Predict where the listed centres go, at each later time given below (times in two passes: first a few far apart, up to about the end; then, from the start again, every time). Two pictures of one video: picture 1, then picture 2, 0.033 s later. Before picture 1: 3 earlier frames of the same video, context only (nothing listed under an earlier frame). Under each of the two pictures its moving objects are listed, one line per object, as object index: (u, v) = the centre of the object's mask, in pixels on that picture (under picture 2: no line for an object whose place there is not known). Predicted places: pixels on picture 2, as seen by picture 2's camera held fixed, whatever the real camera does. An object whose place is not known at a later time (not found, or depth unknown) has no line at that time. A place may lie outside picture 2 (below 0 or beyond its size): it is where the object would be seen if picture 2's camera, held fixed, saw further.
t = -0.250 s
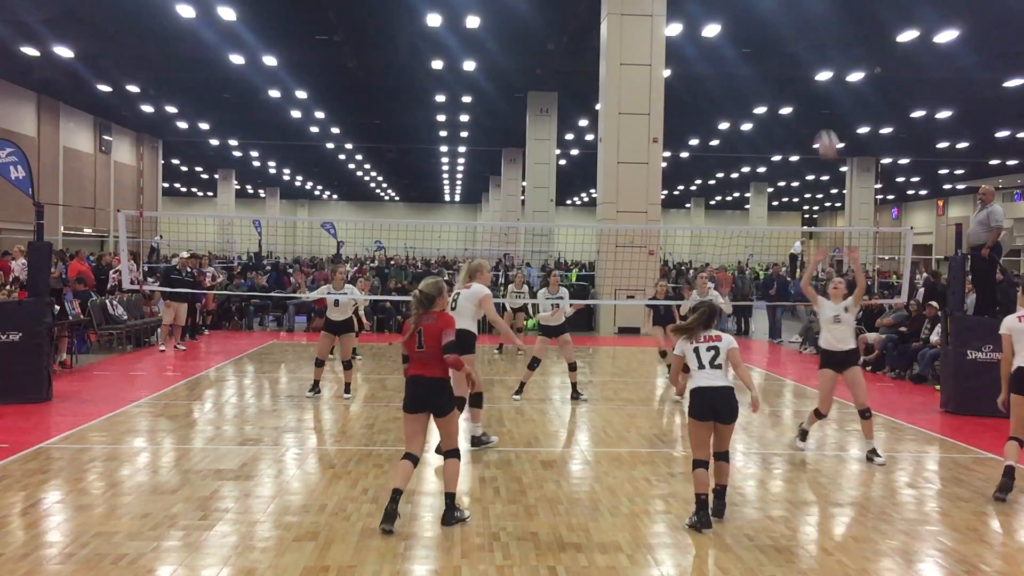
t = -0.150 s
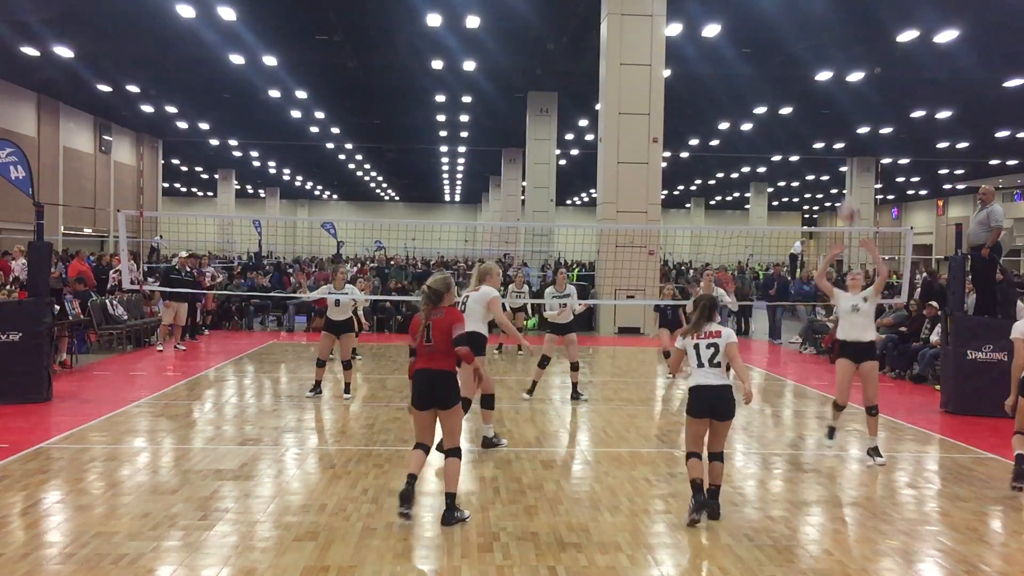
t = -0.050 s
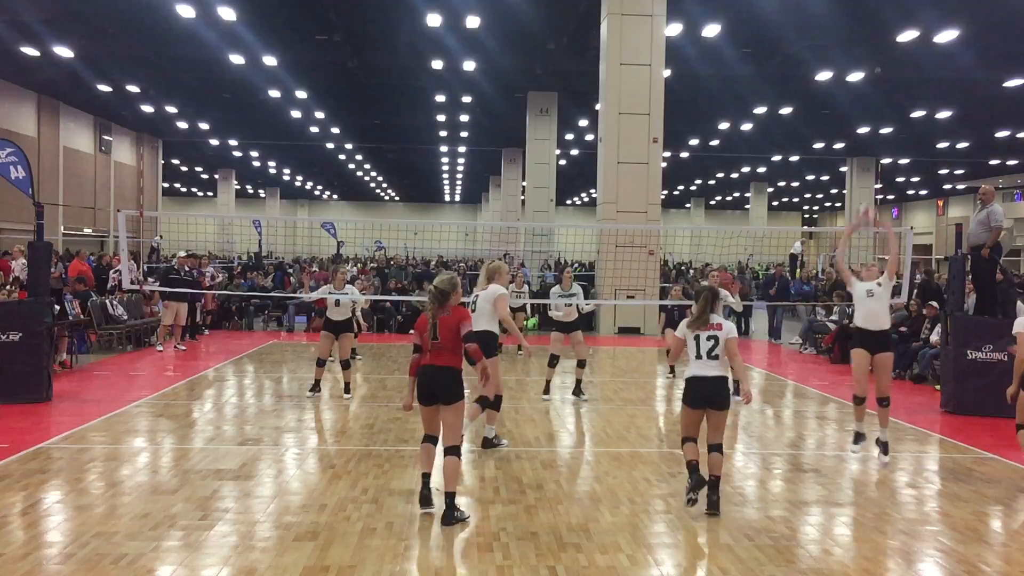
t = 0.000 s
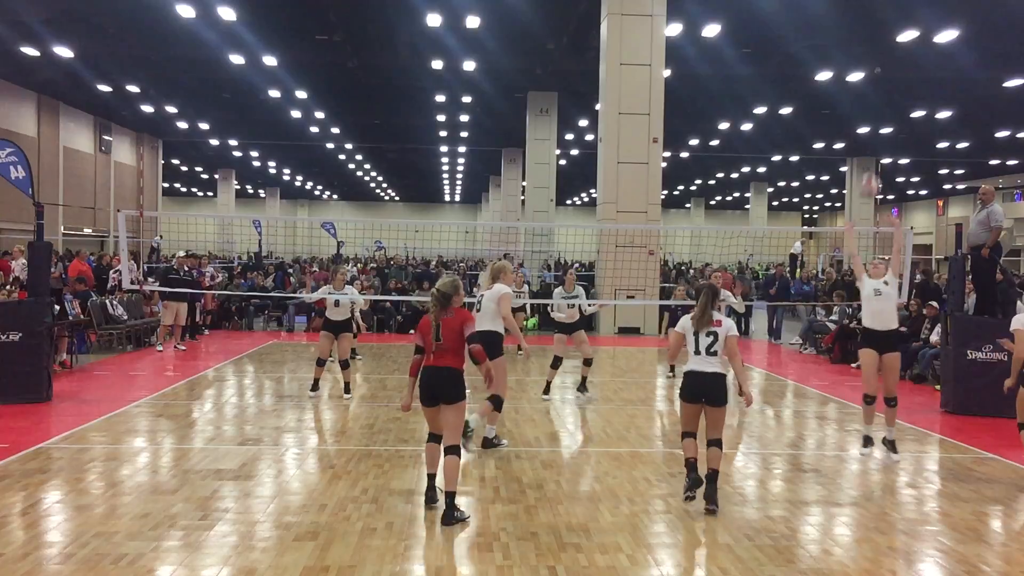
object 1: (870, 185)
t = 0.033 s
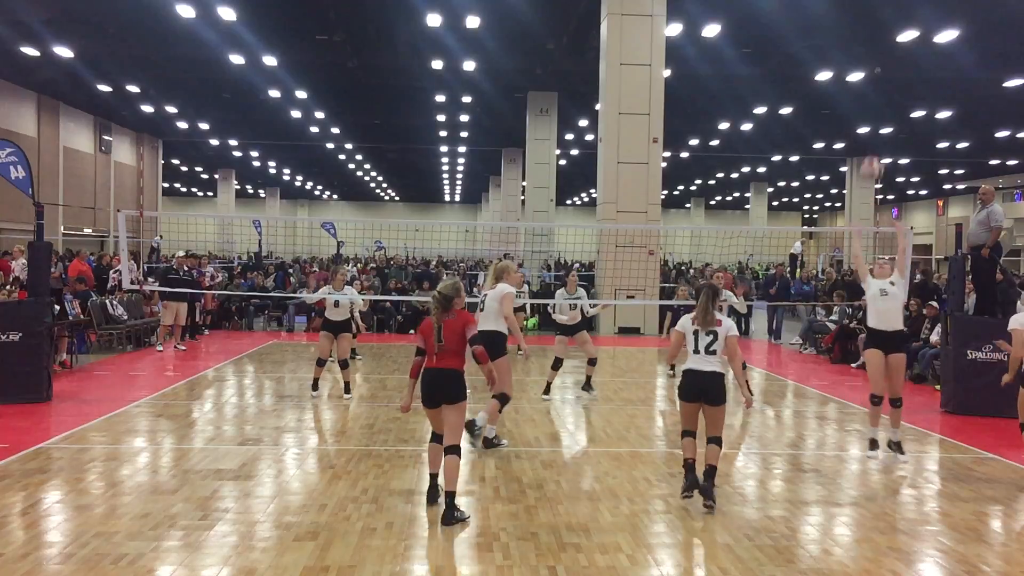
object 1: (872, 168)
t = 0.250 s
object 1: (887, 84)
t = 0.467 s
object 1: (900, 51)
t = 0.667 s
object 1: (910, 61)
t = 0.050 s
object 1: (873, 158)
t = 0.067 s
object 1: (874, 150)
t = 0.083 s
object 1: (875, 144)
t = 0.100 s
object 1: (876, 138)
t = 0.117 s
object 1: (878, 130)
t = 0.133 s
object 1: (879, 122)
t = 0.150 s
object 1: (880, 116)
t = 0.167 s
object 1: (881, 110)
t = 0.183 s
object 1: (882, 104)
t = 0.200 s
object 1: (883, 99)
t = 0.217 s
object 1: (885, 93)
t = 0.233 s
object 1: (886, 89)
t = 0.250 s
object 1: (887, 84)
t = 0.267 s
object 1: (888, 80)
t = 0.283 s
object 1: (889, 75)
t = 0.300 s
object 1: (890, 72)
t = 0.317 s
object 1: (891, 68)
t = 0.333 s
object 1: (892, 65)
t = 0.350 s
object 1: (893, 62)
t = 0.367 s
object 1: (894, 60)
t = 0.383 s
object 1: (895, 57)
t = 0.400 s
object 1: (896, 55)
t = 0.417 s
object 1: (897, 54)
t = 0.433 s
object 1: (898, 53)
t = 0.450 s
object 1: (899, 52)
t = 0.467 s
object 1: (900, 51)
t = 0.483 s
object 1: (901, 50)
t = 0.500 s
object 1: (902, 50)
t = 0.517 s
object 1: (902, 50)
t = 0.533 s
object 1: (903, 50)
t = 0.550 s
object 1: (904, 51)
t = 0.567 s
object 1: (905, 51)
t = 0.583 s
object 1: (906, 52)
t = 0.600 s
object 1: (907, 53)
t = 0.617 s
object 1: (907, 55)
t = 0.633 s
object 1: (908, 57)
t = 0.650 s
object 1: (909, 59)
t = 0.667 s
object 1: (910, 61)
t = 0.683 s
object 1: (910, 64)
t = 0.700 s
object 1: (911, 67)
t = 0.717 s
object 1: (912, 70)
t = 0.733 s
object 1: (913, 73)
